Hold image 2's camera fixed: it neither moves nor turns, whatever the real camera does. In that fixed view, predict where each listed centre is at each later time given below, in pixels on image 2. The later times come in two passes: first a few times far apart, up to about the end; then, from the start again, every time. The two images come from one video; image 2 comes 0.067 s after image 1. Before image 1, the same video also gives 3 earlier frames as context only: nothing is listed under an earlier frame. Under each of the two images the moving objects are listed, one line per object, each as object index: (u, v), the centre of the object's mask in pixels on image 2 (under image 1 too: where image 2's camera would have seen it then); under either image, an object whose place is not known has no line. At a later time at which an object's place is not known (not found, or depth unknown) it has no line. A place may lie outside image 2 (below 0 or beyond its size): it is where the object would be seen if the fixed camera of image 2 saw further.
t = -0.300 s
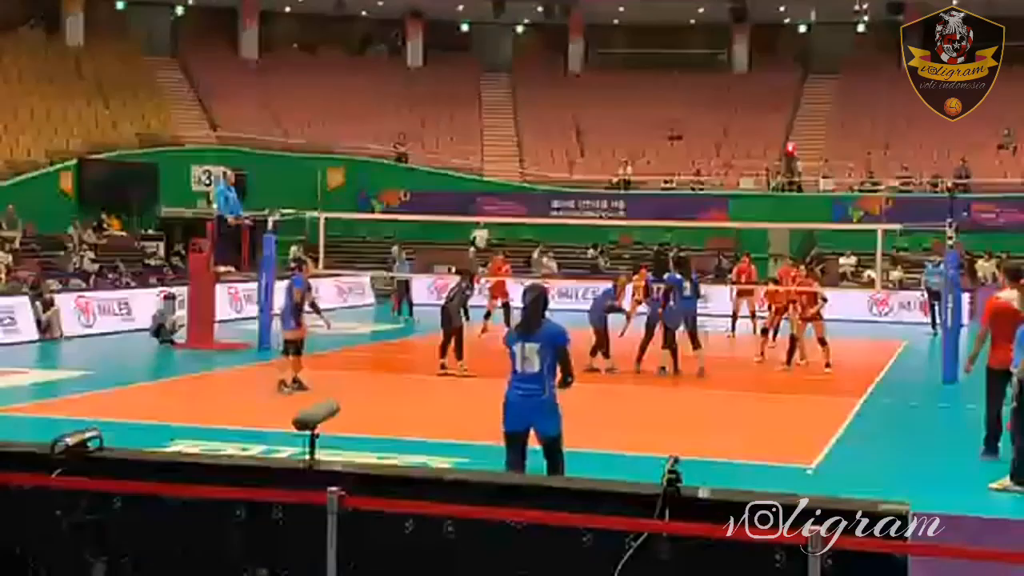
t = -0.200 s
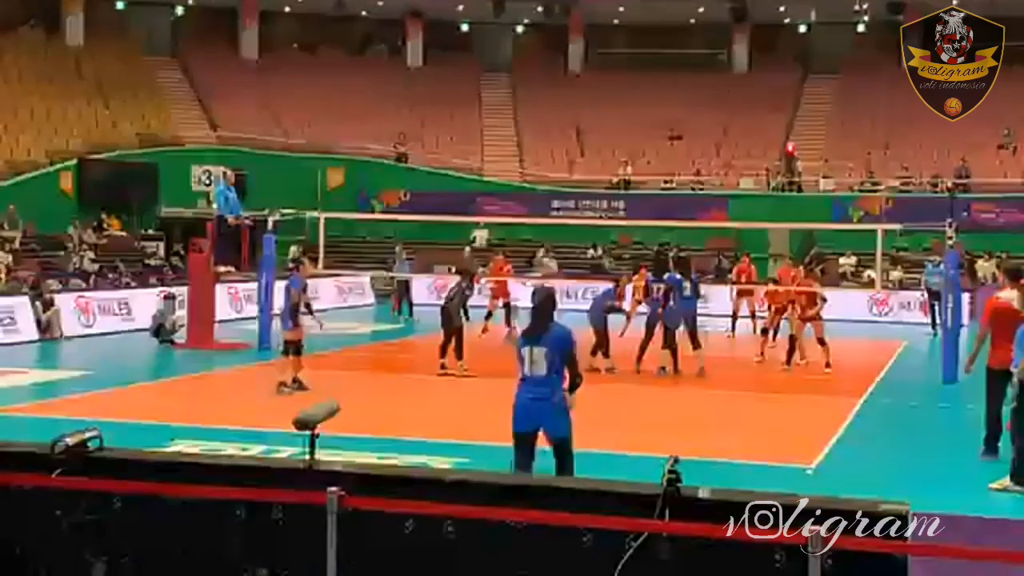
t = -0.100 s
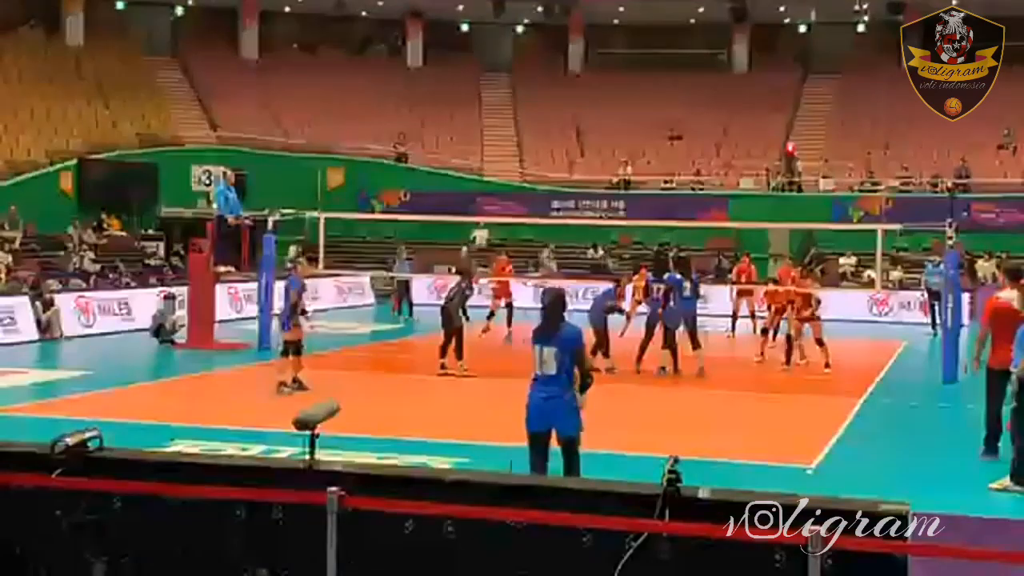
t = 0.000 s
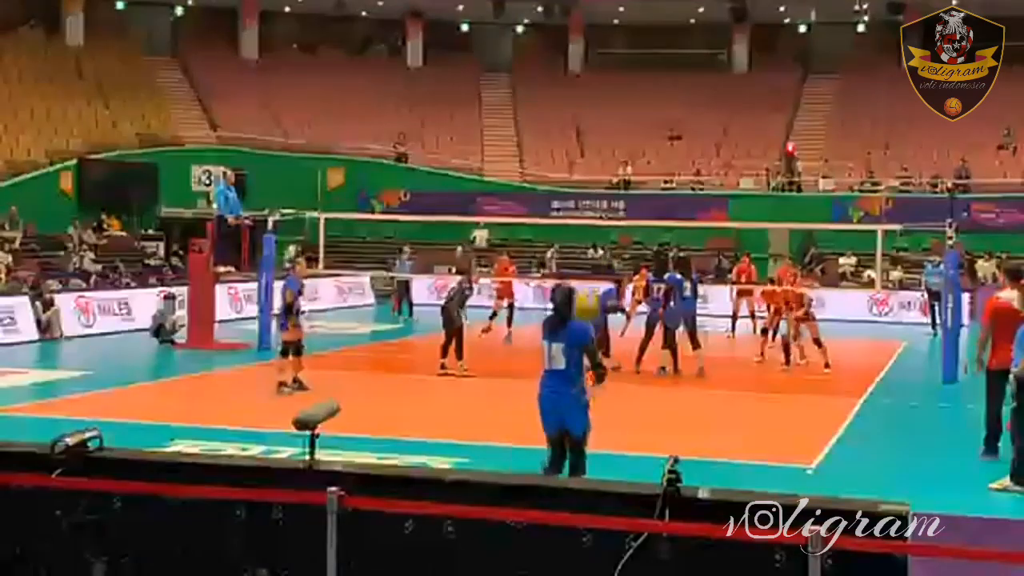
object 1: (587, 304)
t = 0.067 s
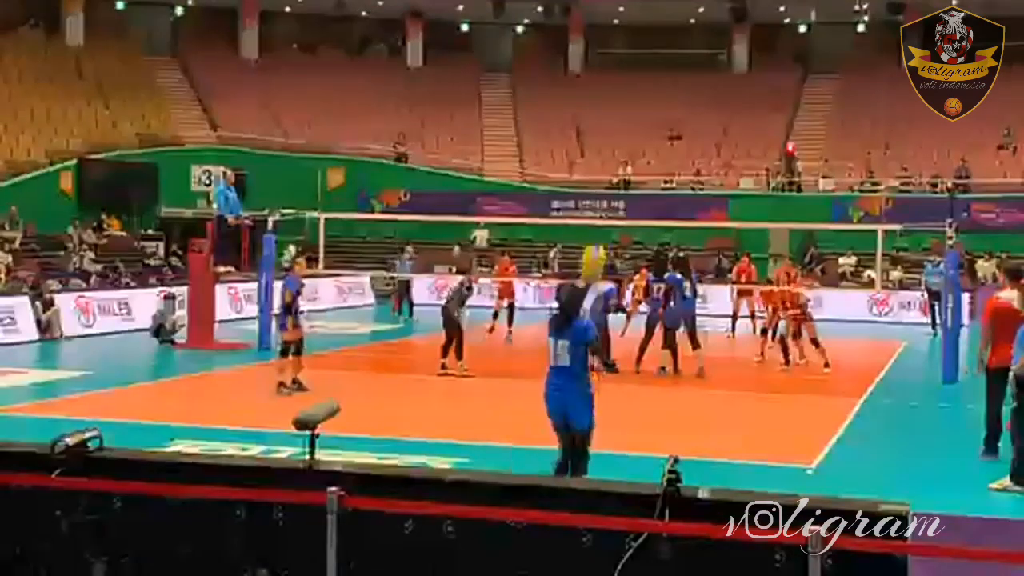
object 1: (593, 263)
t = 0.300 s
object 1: (615, 158)
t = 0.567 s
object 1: (635, 130)
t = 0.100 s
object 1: (595, 242)
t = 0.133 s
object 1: (599, 225)
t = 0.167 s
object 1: (602, 205)
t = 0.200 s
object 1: (605, 193)
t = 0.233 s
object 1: (609, 179)
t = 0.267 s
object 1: (613, 167)
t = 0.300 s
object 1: (615, 158)
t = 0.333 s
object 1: (618, 150)
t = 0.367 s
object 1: (620, 142)
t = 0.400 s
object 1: (623, 136)
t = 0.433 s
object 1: (625, 132)
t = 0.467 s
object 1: (628, 129)
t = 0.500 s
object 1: (631, 128)
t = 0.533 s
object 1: (633, 128)
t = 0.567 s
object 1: (635, 130)
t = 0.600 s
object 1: (638, 133)
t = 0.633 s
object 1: (640, 137)
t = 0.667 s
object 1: (643, 143)
